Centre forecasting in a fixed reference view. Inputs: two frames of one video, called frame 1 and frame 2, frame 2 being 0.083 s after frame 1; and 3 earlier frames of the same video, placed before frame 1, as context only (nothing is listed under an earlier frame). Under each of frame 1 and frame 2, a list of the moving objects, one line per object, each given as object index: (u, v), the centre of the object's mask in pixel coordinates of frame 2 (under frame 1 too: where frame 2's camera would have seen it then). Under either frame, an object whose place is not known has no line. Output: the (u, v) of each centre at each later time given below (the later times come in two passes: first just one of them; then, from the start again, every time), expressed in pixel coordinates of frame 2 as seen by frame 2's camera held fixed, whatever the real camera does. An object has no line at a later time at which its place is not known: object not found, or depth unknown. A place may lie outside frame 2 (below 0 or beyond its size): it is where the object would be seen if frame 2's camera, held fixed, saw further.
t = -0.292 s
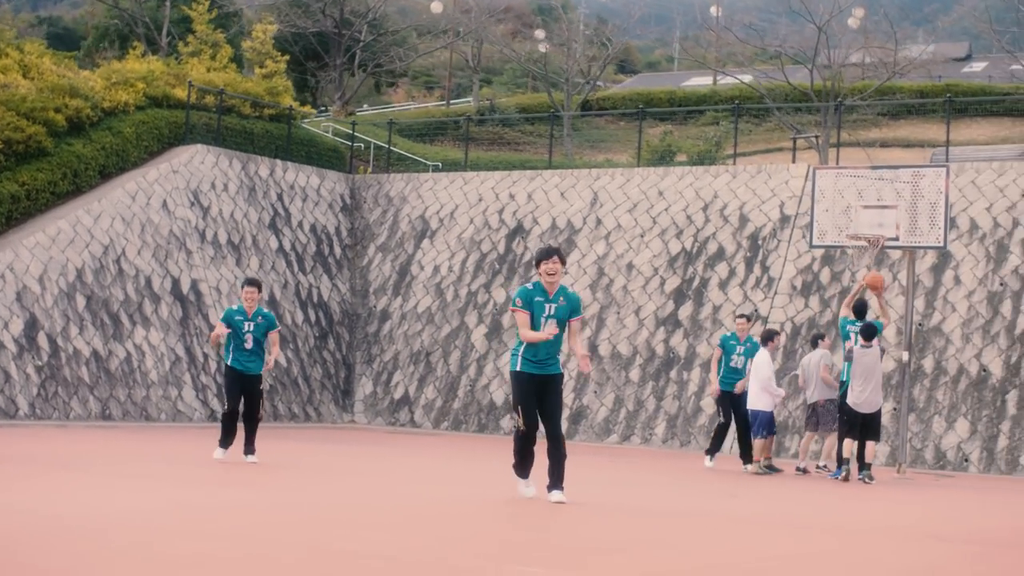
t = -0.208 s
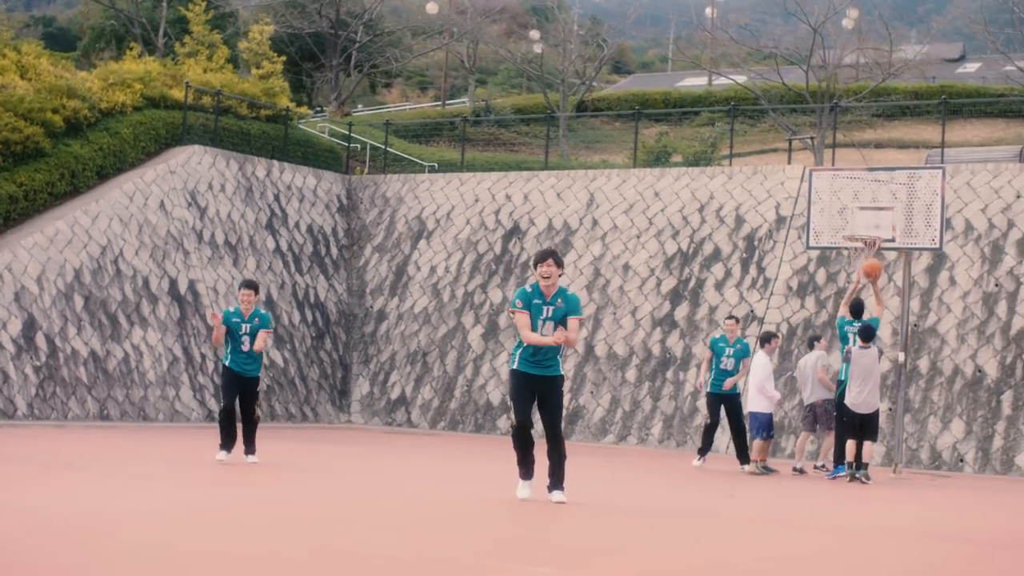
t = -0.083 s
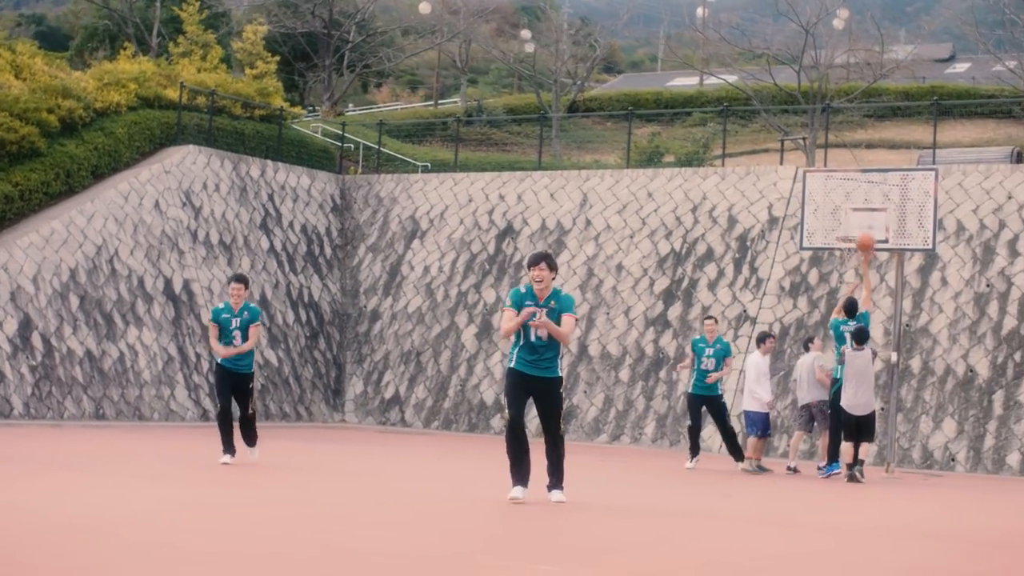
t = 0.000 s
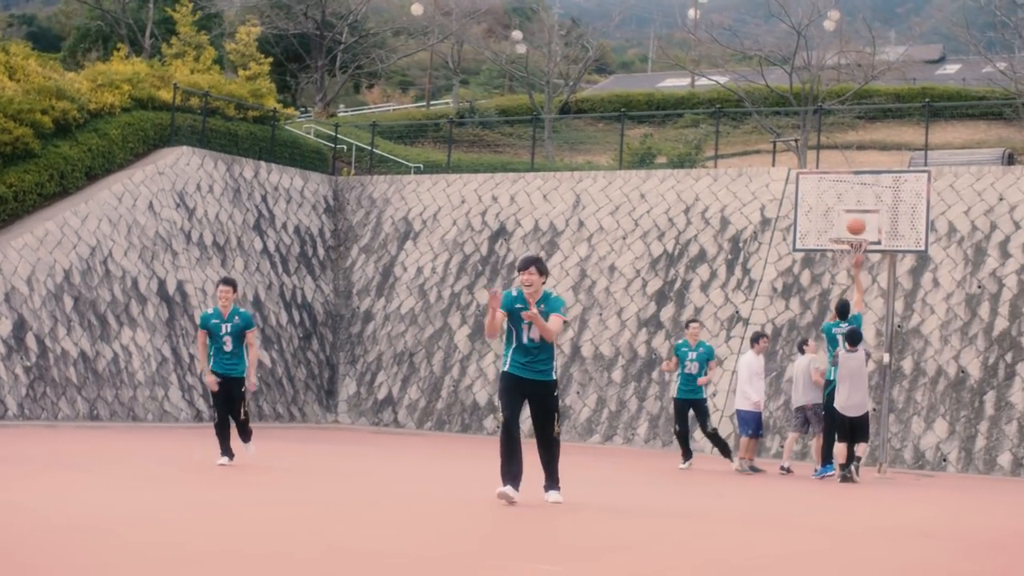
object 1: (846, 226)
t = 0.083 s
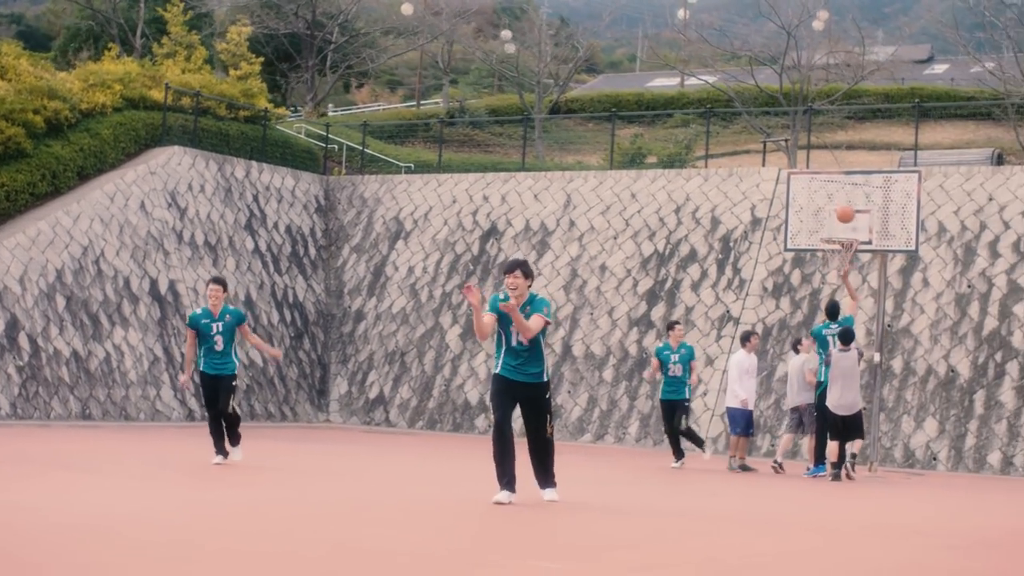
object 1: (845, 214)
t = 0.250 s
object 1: (843, 207)
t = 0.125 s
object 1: (845, 210)
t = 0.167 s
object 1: (844, 207)
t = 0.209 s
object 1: (843, 206)
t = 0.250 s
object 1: (843, 207)
